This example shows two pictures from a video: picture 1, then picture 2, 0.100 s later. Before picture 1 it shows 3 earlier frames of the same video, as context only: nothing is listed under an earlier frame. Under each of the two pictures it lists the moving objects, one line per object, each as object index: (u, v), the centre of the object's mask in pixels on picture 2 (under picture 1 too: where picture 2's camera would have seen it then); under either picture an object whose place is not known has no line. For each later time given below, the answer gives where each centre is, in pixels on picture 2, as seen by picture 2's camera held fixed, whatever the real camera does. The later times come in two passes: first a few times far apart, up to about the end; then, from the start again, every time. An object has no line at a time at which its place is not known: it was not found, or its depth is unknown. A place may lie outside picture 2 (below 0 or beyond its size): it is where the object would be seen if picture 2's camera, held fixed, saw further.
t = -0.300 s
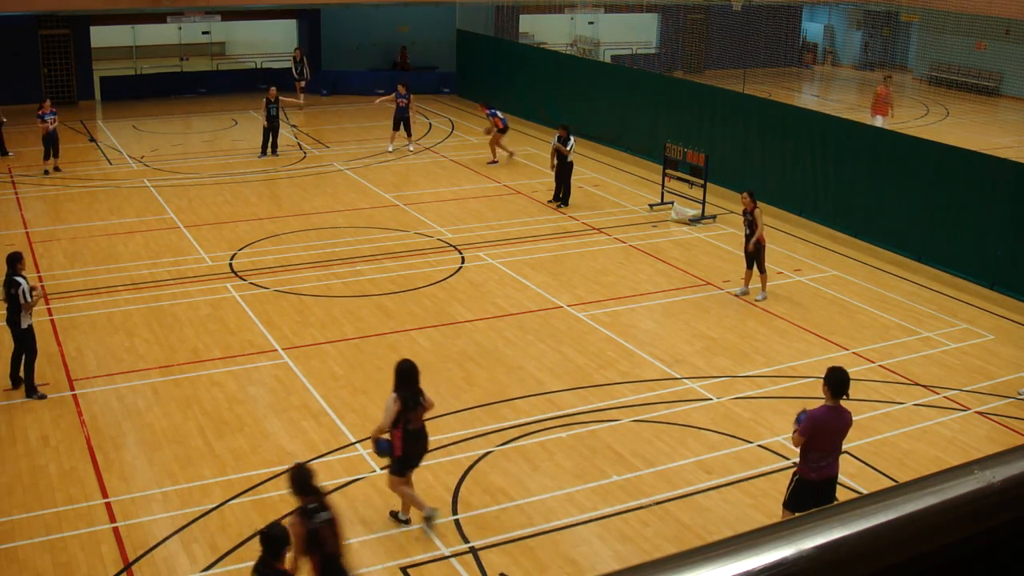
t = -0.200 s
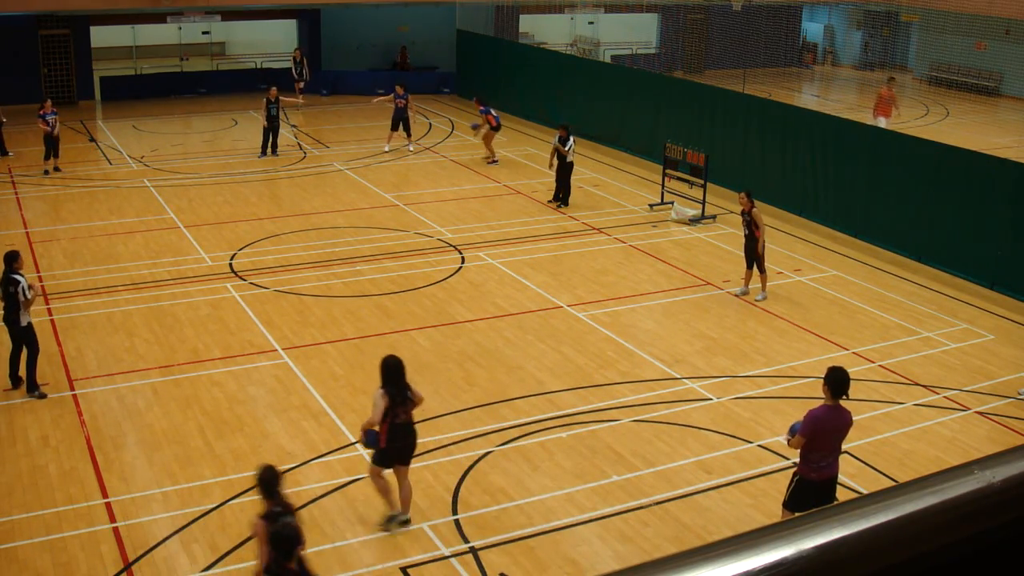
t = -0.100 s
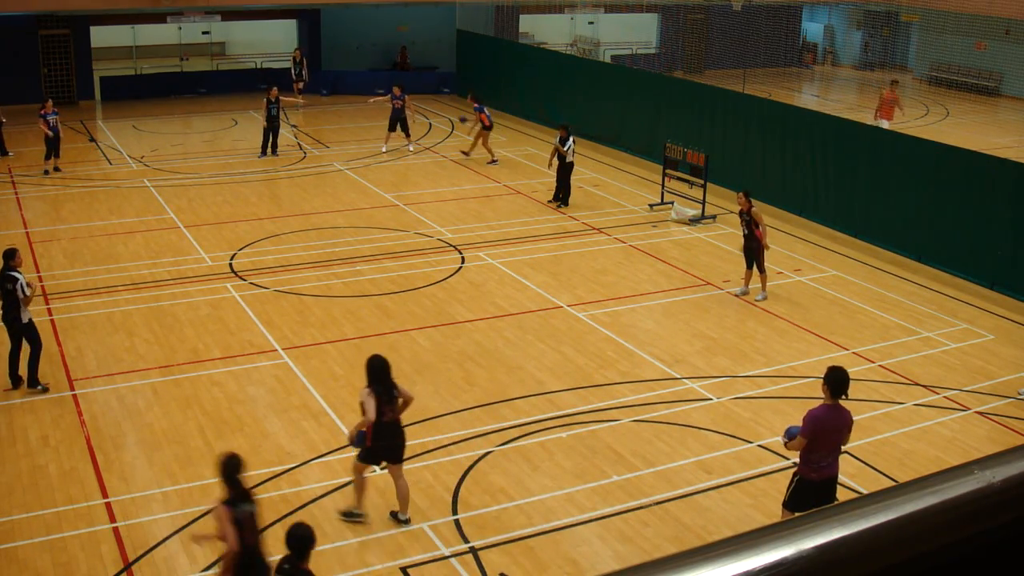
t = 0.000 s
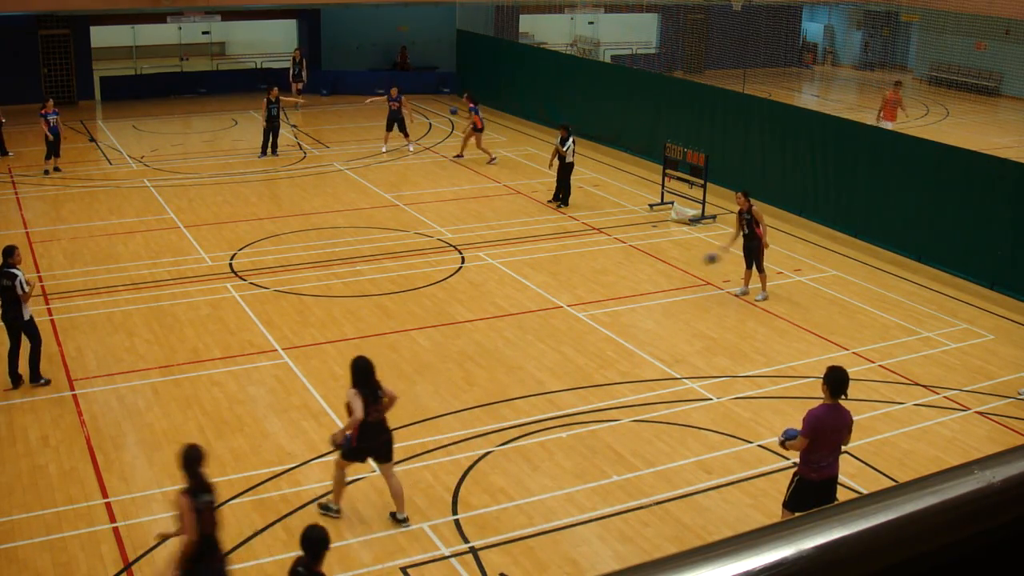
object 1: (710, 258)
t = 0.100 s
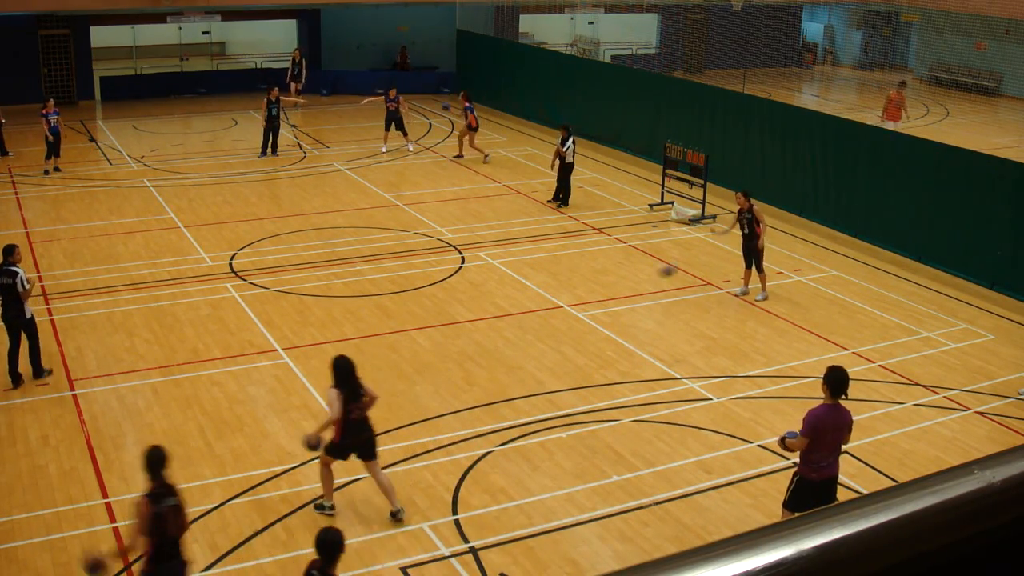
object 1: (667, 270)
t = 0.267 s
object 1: (594, 304)
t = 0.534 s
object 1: (510, 293)
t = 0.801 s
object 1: (425, 322)
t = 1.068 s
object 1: (341, 329)
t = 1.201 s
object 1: (299, 336)
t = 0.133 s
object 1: (653, 276)
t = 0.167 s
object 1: (638, 282)
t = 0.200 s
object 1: (623, 289)
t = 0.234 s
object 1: (608, 297)
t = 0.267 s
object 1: (594, 304)
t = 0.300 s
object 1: (583, 300)
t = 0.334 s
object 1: (573, 297)
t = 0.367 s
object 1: (563, 294)
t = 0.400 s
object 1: (552, 292)
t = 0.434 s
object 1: (542, 291)
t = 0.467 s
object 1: (531, 291)
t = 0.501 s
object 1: (521, 292)
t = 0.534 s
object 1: (510, 293)
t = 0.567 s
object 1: (500, 296)
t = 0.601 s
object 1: (489, 299)
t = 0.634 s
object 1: (478, 302)
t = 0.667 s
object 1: (467, 307)
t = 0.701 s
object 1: (456, 313)
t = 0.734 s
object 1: (446, 320)
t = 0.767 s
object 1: (435, 324)
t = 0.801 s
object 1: (425, 322)
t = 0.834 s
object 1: (414, 319)
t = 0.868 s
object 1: (404, 318)
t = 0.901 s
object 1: (393, 318)
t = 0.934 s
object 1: (383, 318)
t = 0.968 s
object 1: (372, 319)
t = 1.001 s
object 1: (361, 322)
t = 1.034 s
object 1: (351, 324)
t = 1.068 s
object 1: (341, 329)
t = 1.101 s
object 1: (330, 334)
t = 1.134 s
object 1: (320, 339)
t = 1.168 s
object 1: (310, 339)
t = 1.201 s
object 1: (299, 336)
